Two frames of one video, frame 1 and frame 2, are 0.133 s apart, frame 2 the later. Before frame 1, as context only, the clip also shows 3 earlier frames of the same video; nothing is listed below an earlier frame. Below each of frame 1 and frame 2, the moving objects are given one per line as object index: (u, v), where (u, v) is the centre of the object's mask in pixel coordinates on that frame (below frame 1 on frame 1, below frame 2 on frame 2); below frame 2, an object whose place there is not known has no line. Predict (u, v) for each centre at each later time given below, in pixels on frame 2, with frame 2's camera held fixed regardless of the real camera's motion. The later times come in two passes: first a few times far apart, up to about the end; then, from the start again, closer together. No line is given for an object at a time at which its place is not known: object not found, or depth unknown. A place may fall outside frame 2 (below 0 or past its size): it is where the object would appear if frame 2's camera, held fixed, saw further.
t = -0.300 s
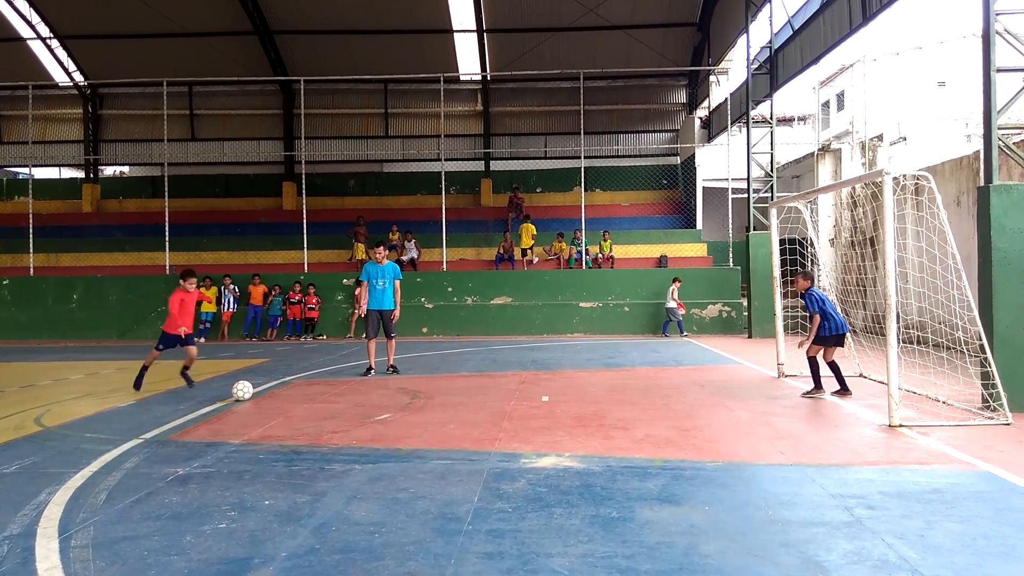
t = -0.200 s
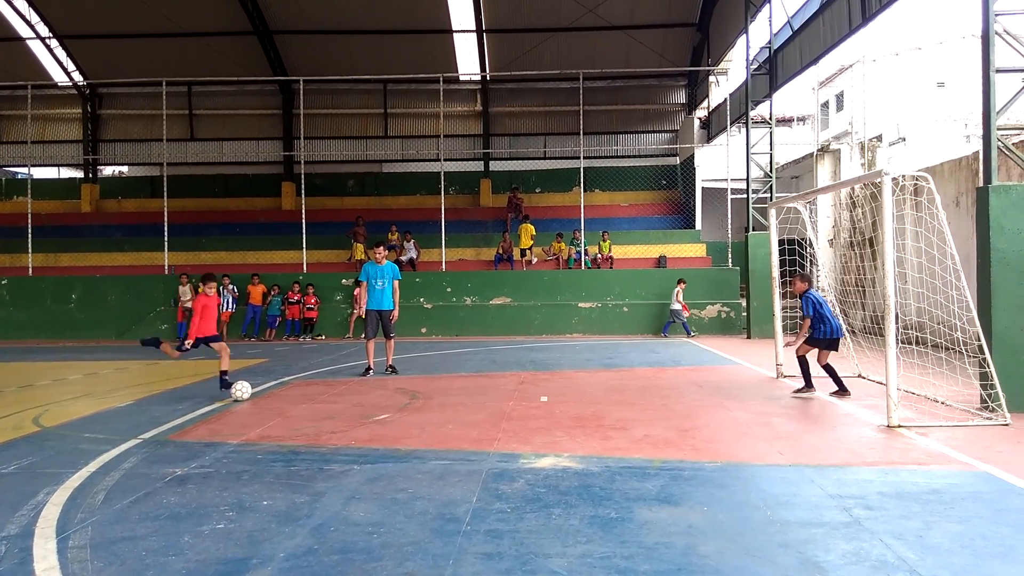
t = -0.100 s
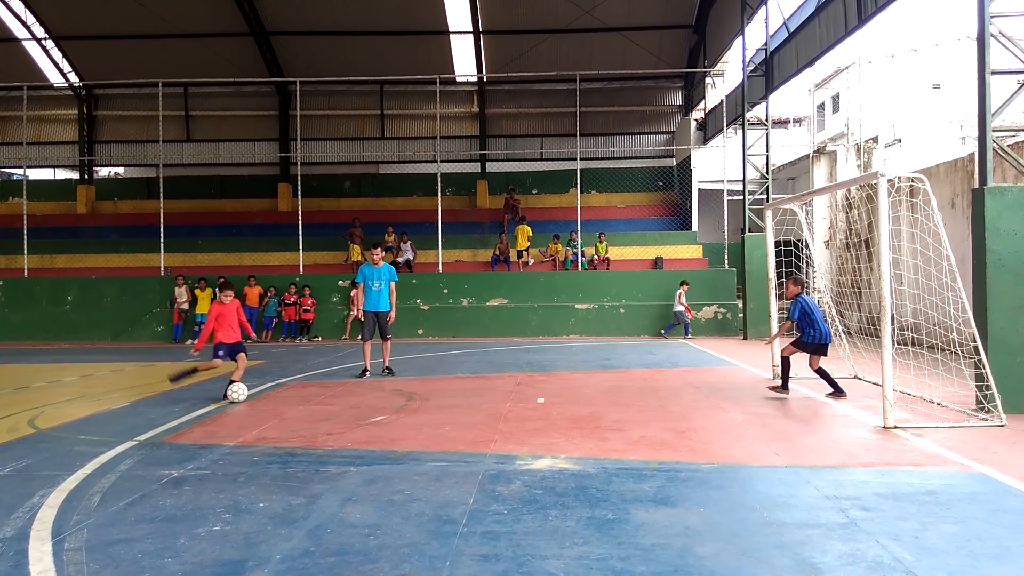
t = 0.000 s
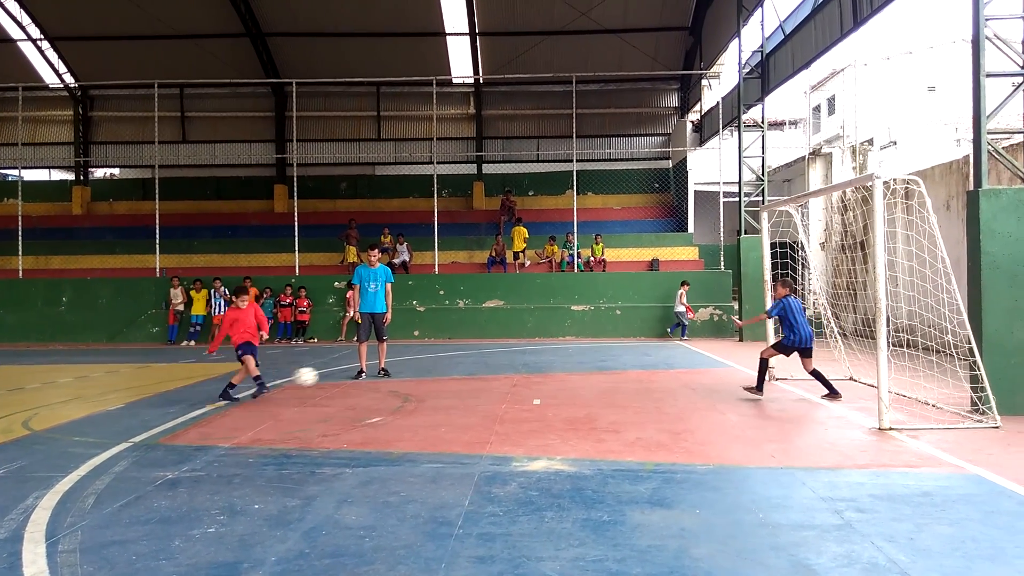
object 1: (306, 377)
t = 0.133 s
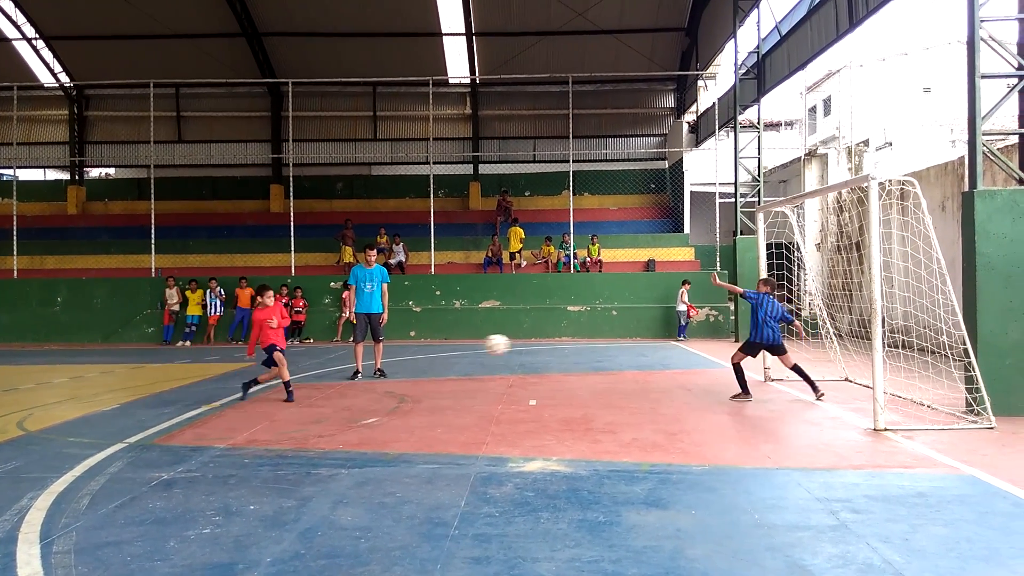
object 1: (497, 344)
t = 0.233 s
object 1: (654, 328)
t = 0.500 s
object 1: (1017, 319)
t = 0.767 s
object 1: (864, 404)
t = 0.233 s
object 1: (654, 328)
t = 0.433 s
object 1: (992, 320)
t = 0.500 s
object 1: (1017, 319)
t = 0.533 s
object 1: (1000, 330)
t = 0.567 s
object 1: (982, 341)
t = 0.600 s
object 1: (960, 353)
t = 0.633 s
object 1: (942, 365)
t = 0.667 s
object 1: (920, 380)
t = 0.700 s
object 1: (900, 394)
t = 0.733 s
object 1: (887, 411)
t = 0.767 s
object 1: (864, 404)
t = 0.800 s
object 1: (853, 396)
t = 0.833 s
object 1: (841, 387)
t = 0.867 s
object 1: (829, 380)
